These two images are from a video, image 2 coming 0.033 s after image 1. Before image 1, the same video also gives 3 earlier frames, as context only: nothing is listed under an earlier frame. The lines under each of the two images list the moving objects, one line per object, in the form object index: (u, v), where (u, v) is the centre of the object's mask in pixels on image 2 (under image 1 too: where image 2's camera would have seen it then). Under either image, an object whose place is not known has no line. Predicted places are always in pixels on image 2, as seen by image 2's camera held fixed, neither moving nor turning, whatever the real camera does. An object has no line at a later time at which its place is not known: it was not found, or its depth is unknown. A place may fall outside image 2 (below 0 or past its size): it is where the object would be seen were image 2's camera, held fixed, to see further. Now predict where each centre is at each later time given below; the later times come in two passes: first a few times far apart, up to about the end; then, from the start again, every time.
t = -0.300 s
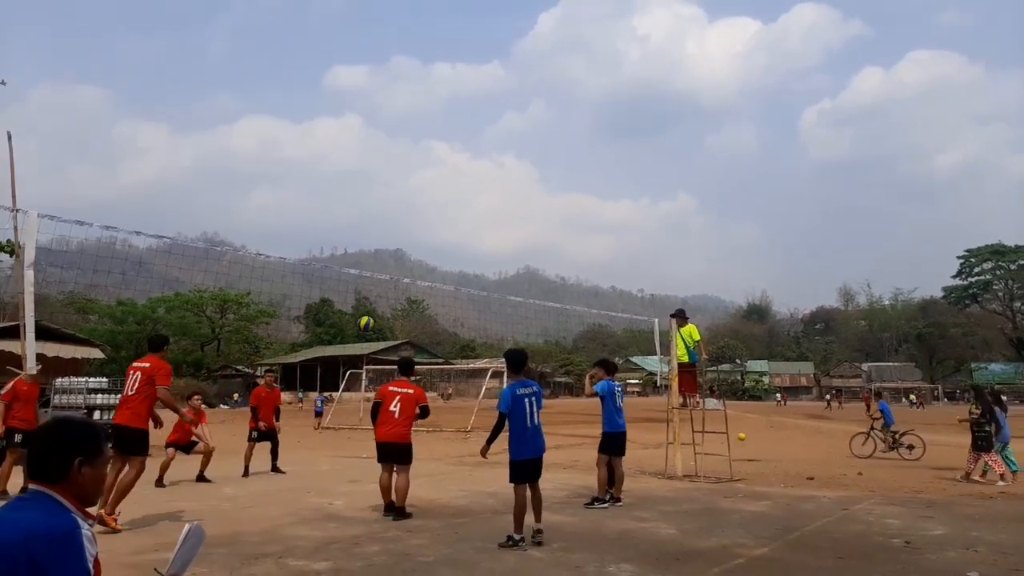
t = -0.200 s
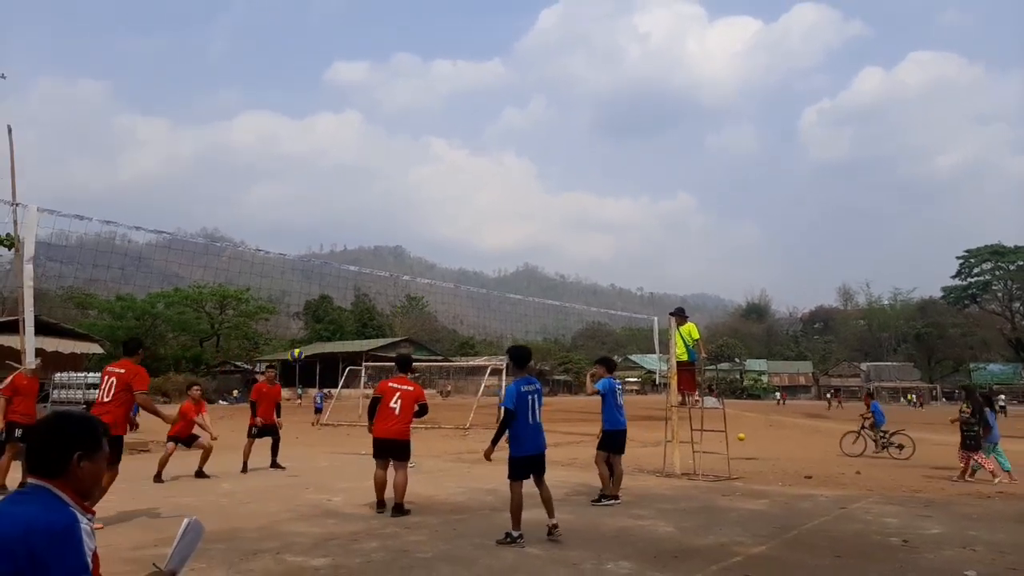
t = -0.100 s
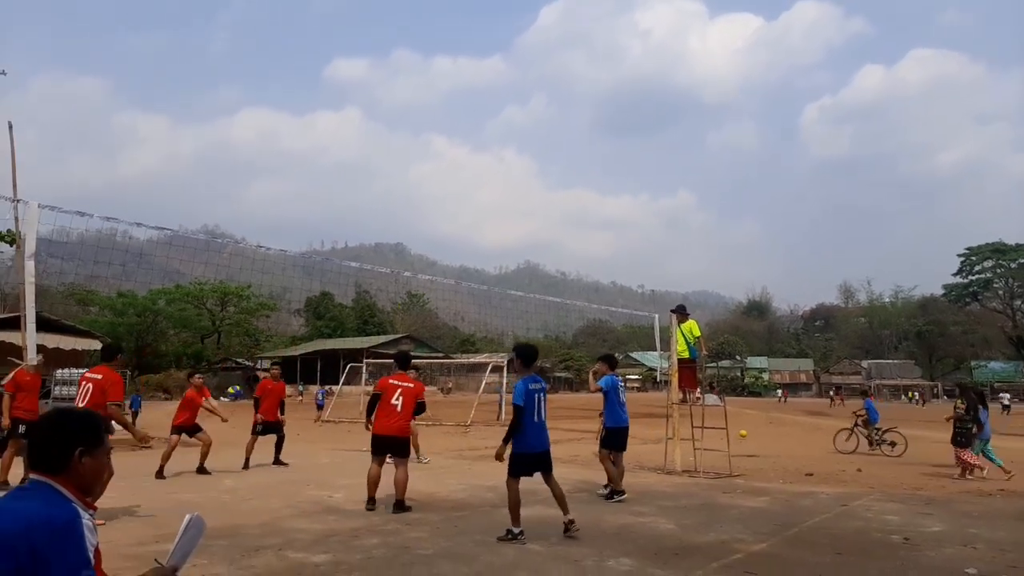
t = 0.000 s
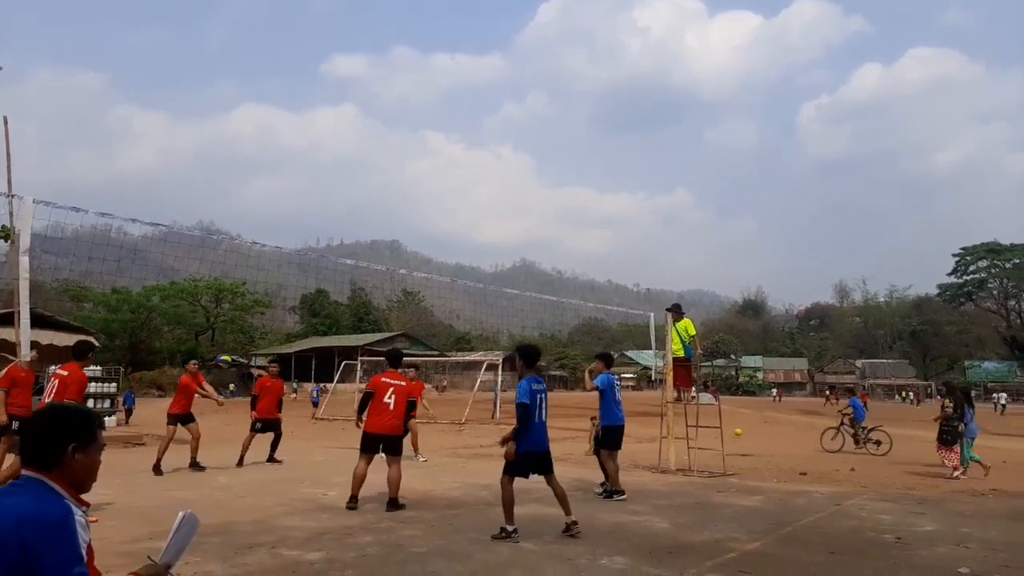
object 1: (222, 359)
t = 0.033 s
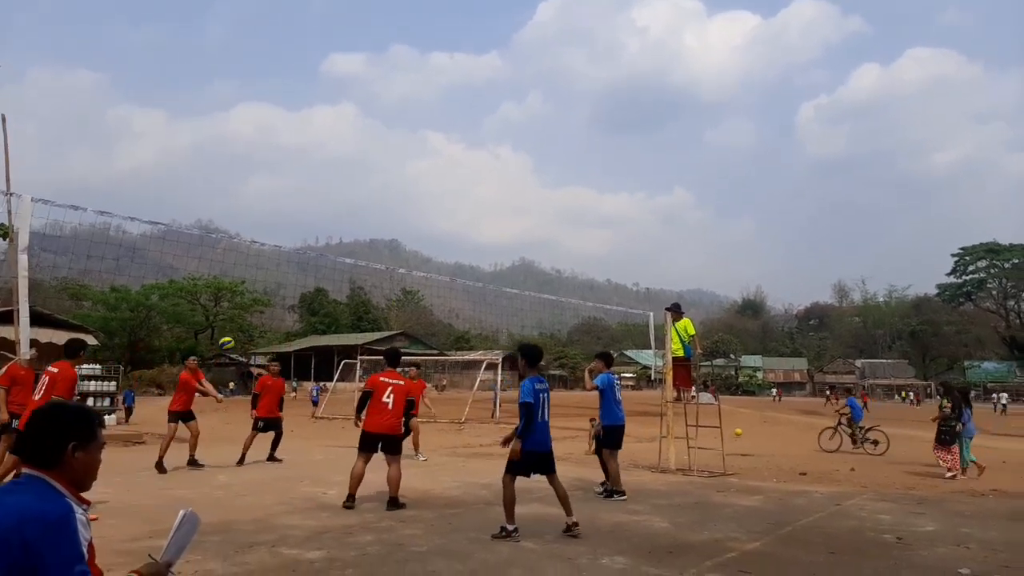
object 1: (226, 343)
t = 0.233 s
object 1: (246, 264)
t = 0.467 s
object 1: (266, 198)
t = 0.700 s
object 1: (285, 167)
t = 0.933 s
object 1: (304, 173)
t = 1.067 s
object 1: (313, 197)
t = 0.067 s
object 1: (230, 328)
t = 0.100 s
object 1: (234, 314)
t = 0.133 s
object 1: (237, 300)
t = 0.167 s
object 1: (239, 287)
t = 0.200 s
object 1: (243, 276)
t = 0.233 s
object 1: (246, 264)
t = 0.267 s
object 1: (249, 252)
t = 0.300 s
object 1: (253, 241)
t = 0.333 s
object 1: (255, 231)
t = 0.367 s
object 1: (258, 222)
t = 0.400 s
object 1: (260, 213)
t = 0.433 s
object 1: (263, 206)
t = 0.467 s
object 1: (266, 198)
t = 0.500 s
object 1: (270, 191)
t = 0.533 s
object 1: (273, 185)
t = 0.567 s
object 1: (275, 180)
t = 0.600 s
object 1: (277, 175)
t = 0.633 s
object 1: (279, 172)
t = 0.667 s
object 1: (282, 169)
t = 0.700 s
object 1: (285, 167)
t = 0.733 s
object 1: (289, 166)
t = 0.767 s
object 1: (292, 165)
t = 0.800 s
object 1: (295, 165)
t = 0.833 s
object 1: (296, 166)
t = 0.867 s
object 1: (298, 167)
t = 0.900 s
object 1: (301, 170)
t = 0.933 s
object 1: (304, 173)
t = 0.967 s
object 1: (307, 178)
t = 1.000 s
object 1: (309, 183)
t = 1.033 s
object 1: (311, 189)
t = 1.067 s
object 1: (313, 197)
